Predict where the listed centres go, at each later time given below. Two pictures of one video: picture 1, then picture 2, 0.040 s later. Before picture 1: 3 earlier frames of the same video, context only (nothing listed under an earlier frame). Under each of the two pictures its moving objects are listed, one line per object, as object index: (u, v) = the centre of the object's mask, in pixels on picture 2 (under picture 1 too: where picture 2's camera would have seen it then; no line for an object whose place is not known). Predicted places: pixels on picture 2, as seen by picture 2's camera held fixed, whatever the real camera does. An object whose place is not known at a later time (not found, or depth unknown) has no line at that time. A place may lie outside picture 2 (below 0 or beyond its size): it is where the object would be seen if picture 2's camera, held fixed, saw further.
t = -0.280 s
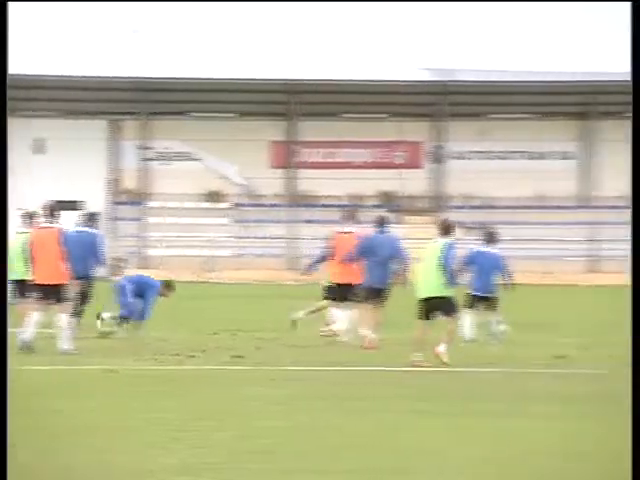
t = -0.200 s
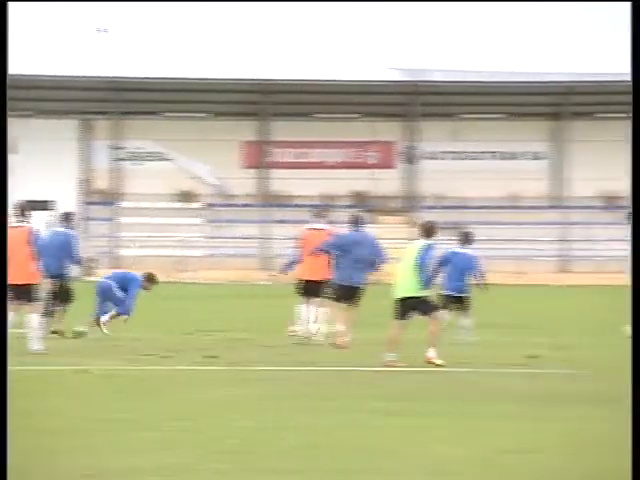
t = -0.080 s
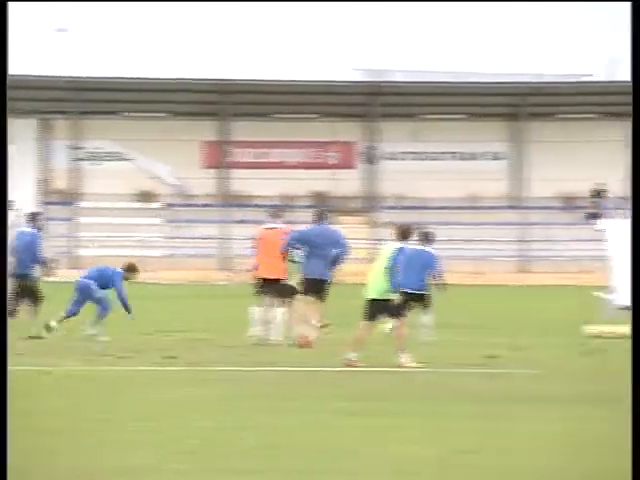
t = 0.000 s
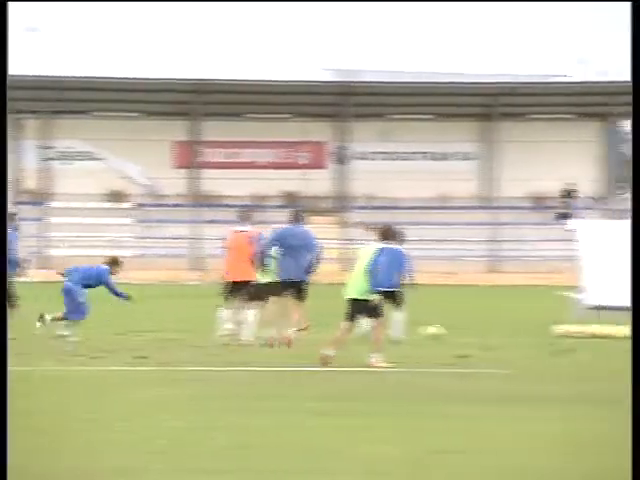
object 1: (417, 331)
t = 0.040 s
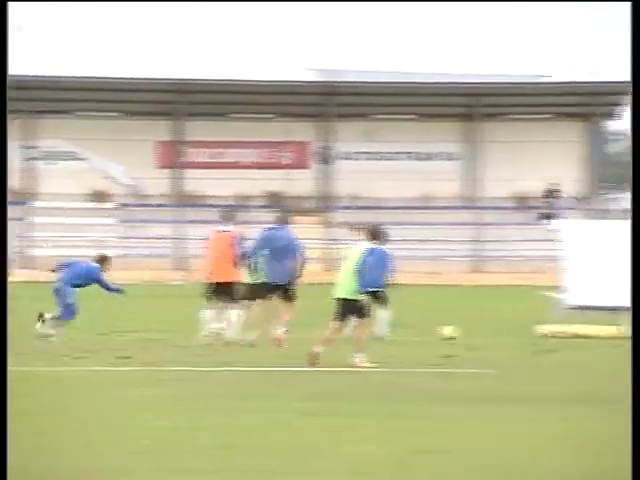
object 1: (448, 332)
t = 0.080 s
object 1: (478, 332)
